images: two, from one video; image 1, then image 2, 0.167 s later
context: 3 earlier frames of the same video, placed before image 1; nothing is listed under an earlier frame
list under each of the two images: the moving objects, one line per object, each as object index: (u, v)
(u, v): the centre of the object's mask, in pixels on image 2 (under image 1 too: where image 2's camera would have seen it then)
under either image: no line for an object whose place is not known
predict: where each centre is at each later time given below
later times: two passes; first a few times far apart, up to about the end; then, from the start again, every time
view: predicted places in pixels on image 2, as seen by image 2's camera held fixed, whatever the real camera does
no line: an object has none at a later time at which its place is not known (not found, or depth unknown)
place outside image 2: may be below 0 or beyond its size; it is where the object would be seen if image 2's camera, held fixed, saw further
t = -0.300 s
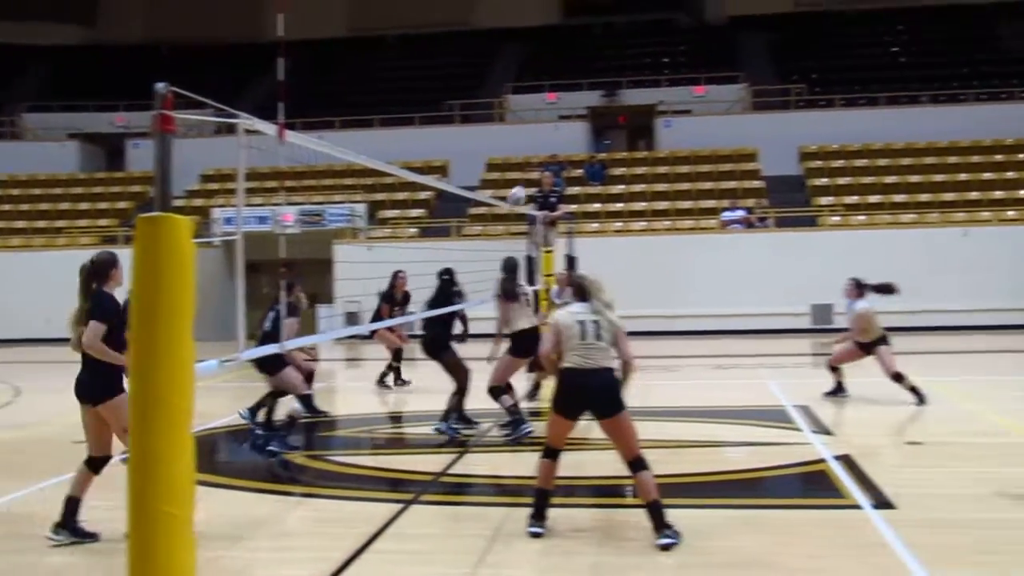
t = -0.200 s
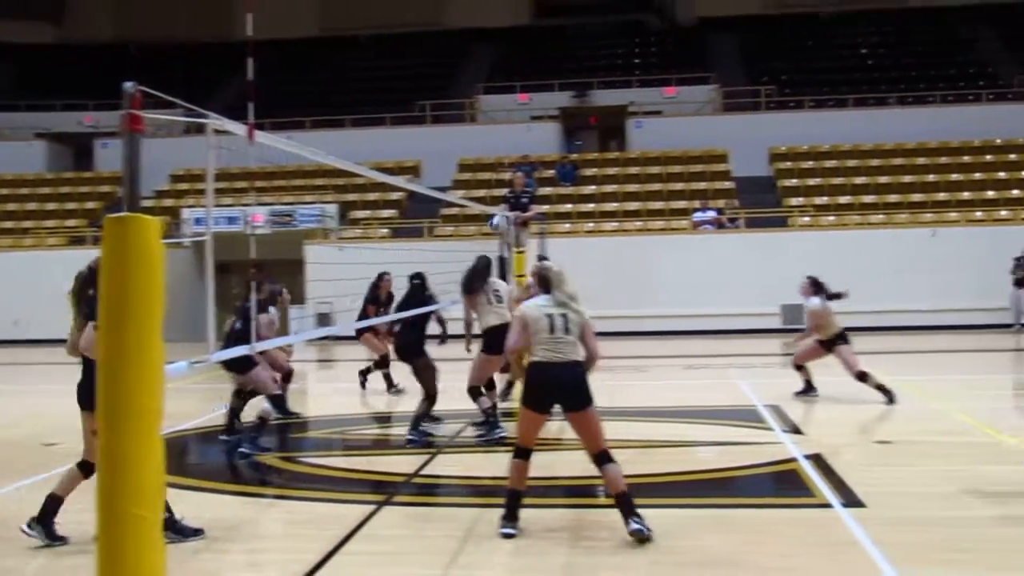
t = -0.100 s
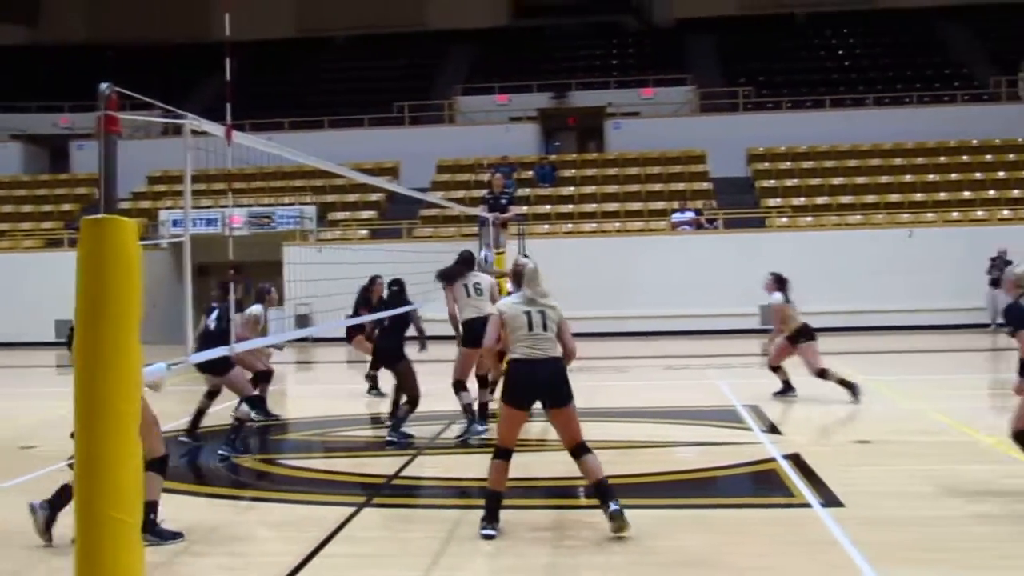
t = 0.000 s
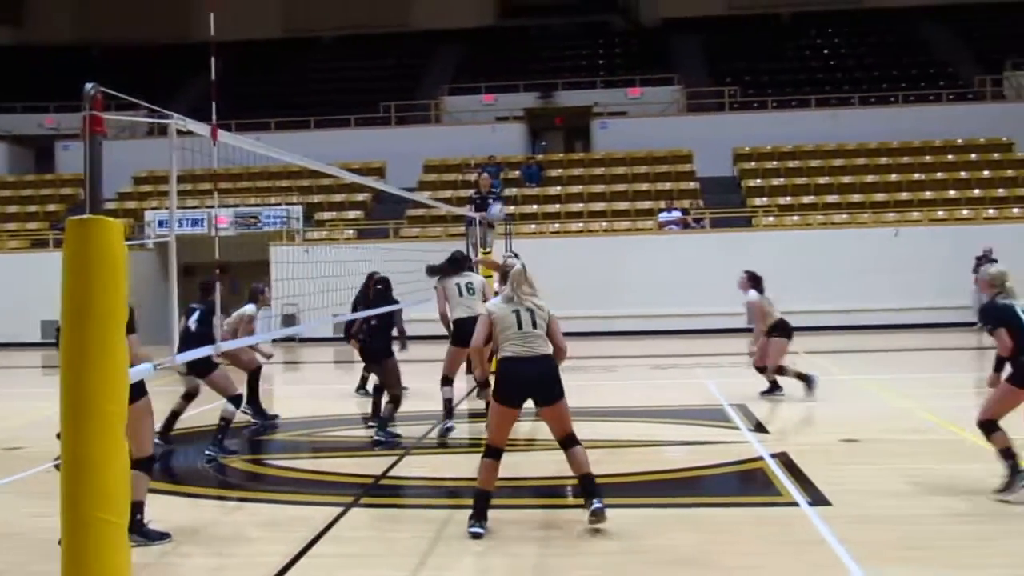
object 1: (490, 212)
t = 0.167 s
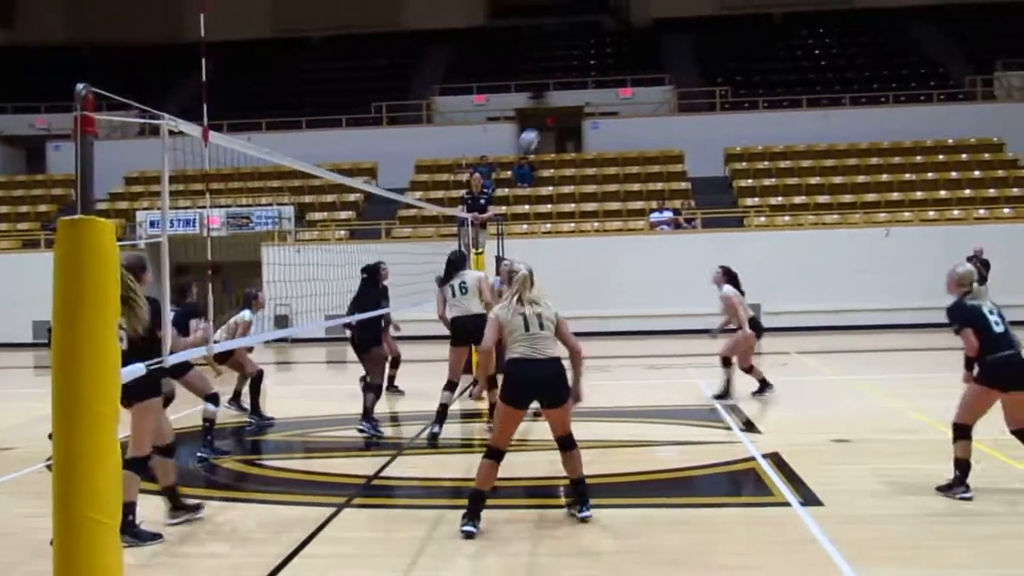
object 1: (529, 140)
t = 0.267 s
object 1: (554, 107)
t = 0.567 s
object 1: (633, 62)
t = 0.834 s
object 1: (707, 92)
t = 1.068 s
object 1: (767, 173)
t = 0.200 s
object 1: (537, 128)
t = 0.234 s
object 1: (546, 116)
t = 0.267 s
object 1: (554, 107)
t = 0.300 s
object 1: (561, 94)
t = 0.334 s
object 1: (571, 86)
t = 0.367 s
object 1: (579, 80)
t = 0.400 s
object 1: (588, 77)
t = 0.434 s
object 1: (597, 73)
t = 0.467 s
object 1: (605, 69)
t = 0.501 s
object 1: (615, 66)
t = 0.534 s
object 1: (623, 64)
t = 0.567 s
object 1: (633, 62)
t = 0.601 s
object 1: (642, 62)
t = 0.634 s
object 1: (652, 64)
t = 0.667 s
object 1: (661, 66)
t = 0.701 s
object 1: (670, 70)
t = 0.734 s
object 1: (679, 73)
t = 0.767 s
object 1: (689, 79)
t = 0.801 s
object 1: (698, 85)
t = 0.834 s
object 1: (707, 92)
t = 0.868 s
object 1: (716, 101)
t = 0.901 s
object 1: (725, 108)
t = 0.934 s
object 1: (733, 119)
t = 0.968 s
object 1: (741, 131)
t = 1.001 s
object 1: (750, 145)
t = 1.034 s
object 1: (759, 159)
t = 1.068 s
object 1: (767, 173)
